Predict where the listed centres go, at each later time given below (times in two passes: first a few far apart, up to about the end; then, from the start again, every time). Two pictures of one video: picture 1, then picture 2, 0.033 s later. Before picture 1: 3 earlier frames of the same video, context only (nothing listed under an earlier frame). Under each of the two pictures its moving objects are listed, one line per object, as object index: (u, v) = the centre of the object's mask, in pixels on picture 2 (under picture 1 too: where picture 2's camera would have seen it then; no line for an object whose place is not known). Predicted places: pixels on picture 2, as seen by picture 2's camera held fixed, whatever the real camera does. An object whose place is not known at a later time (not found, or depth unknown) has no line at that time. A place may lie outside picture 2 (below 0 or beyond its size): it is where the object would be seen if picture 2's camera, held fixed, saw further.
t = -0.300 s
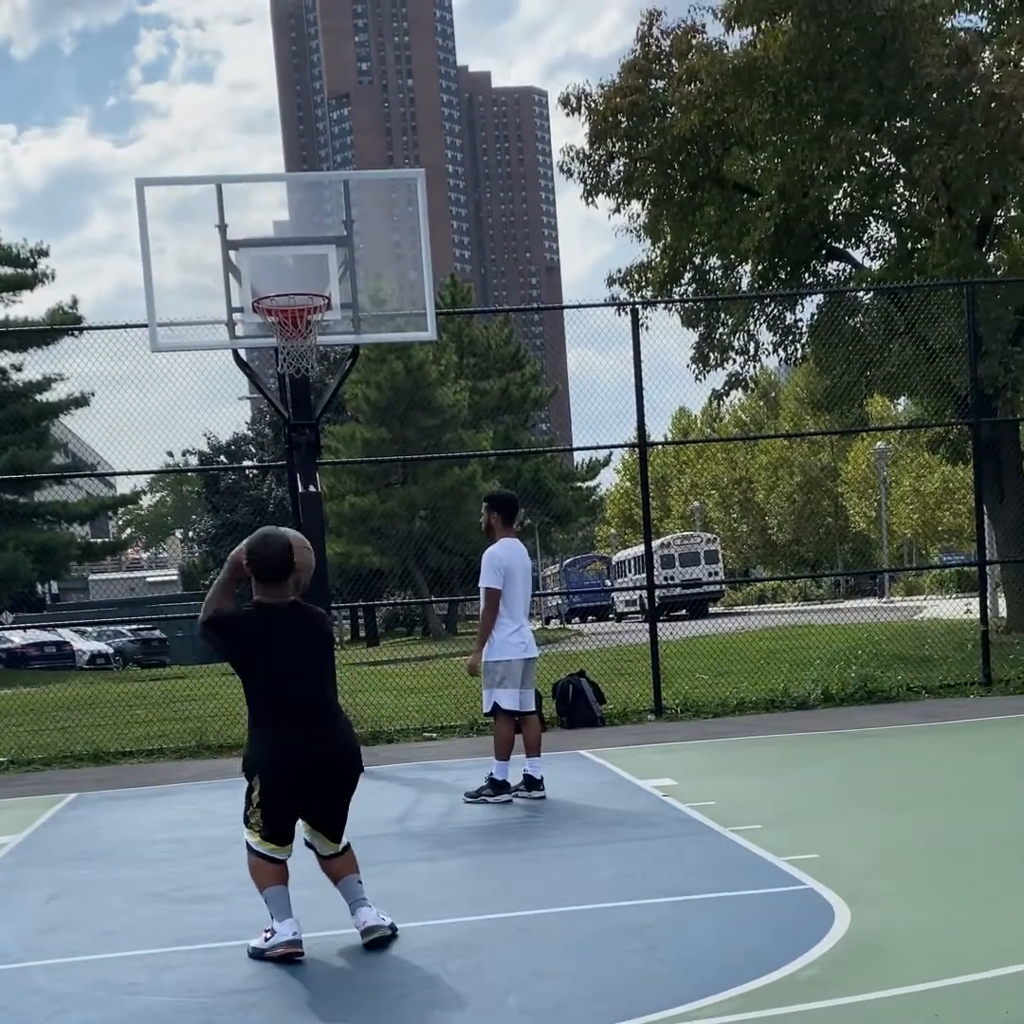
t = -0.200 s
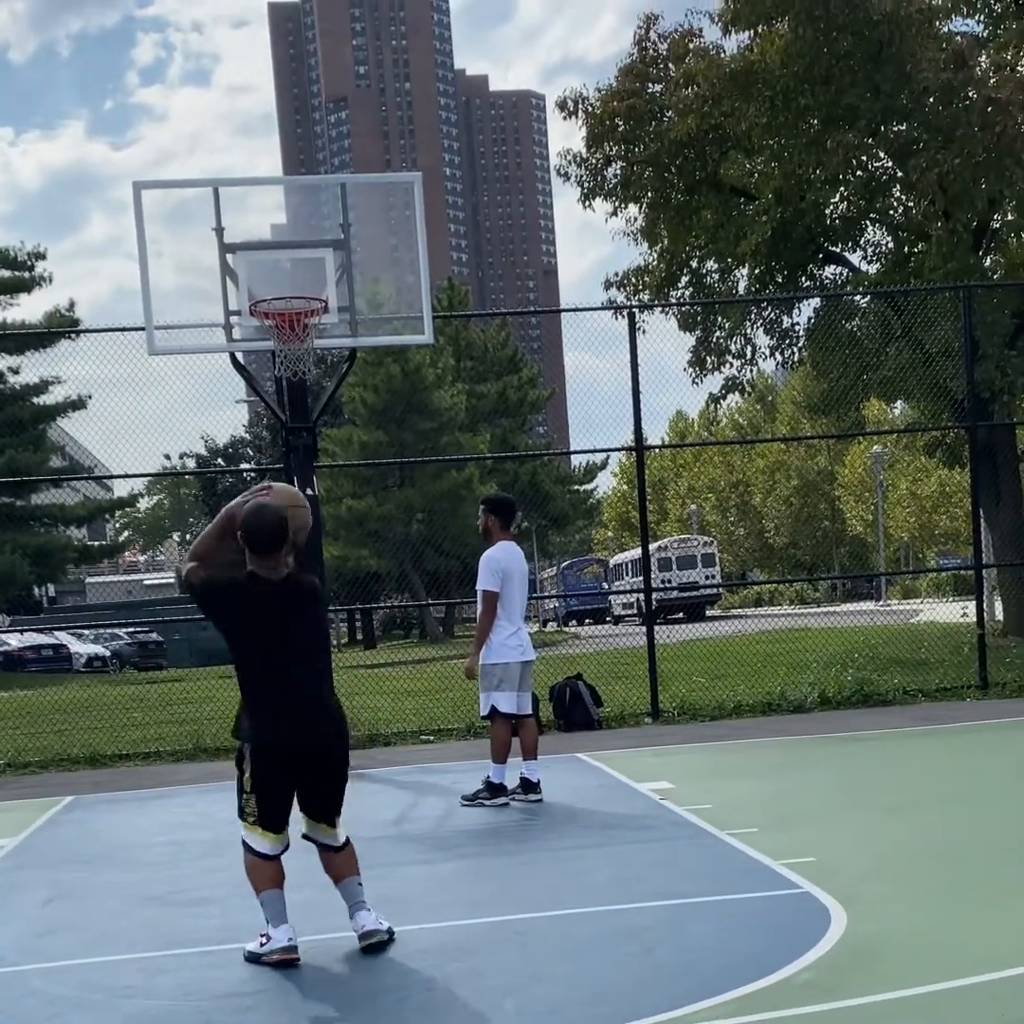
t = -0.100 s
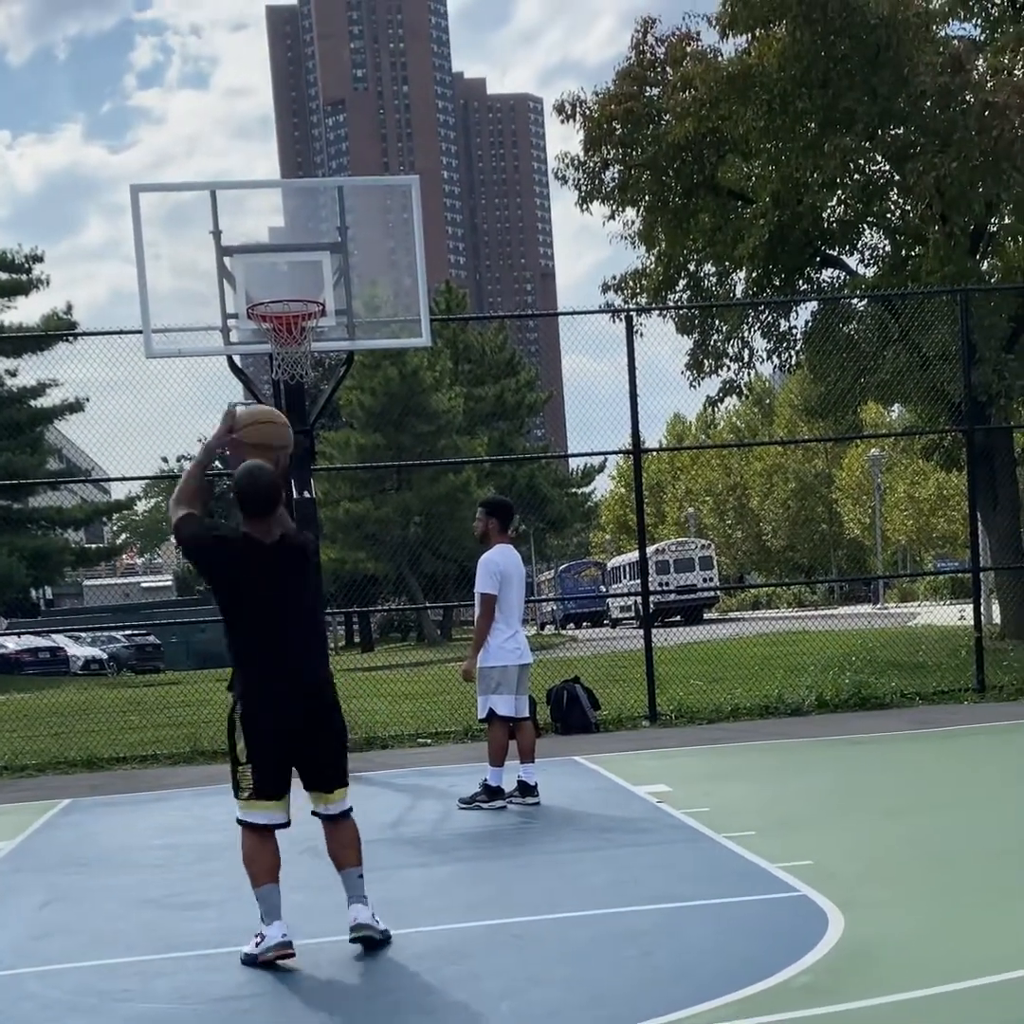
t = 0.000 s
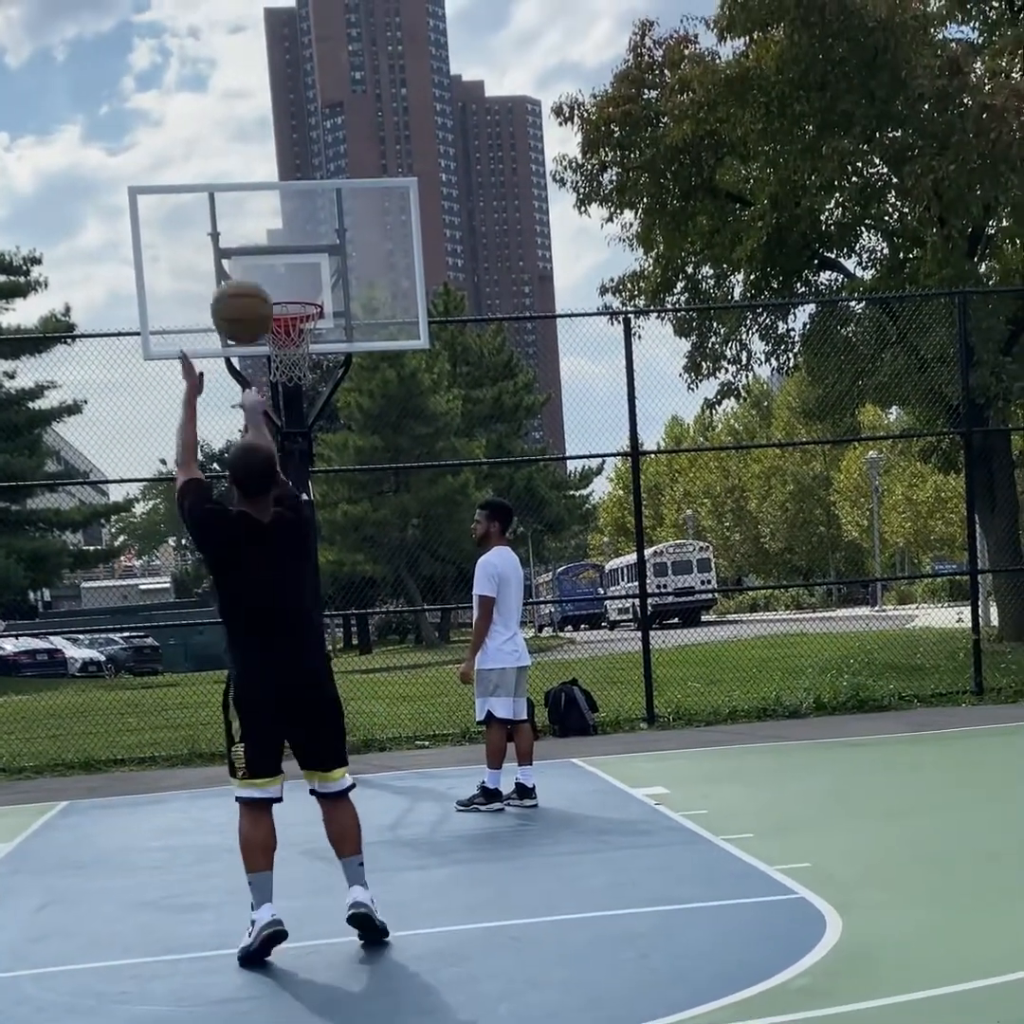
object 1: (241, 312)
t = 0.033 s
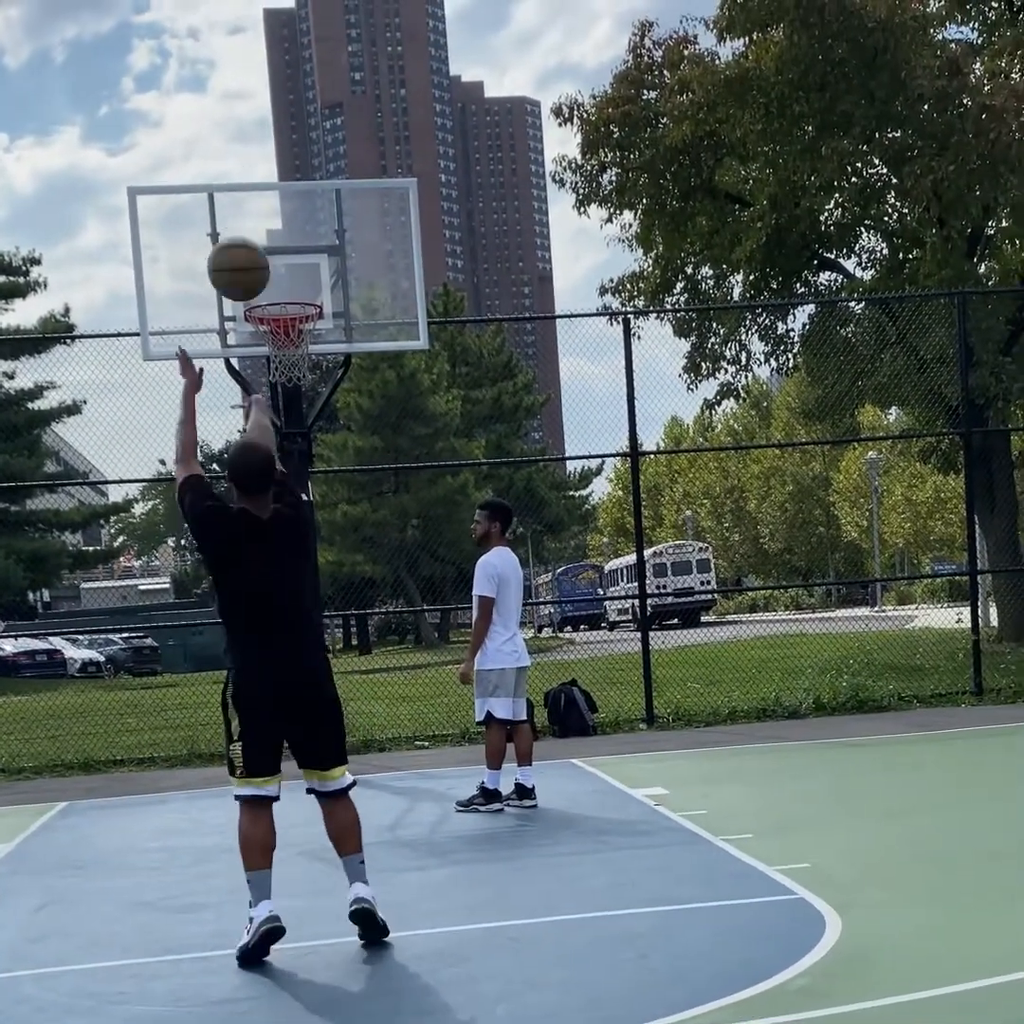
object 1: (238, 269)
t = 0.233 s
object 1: (228, 99)
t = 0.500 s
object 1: (231, 49)
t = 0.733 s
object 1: (243, 119)
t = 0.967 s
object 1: (261, 266)
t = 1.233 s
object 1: (309, 386)
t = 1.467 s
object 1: (359, 515)
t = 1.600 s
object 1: (388, 626)
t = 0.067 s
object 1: (236, 231)
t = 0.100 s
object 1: (233, 196)
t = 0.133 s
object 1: (231, 167)
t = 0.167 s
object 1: (230, 141)
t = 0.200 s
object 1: (229, 118)
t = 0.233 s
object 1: (228, 99)
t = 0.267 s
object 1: (227, 83)
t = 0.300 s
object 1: (227, 70)
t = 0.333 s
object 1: (227, 60)
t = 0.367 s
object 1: (227, 53)
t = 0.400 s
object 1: (228, 48)
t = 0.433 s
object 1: (229, 46)
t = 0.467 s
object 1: (230, 47)
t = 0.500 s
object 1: (231, 49)
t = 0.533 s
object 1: (232, 53)
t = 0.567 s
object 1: (234, 60)
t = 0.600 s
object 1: (236, 68)
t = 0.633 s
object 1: (237, 78)
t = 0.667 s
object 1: (239, 90)
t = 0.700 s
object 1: (241, 104)
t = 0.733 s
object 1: (243, 119)
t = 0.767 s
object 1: (246, 136)
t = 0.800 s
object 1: (248, 155)
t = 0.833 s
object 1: (251, 174)
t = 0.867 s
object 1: (253, 196)
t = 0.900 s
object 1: (256, 218)
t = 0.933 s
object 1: (259, 241)
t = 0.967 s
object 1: (261, 266)
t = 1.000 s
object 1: (264, 291)
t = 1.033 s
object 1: (268, 309)
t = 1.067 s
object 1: (274, 324)
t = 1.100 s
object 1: (281, 336)
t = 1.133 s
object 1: (286, 348)
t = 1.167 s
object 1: (295, 358)
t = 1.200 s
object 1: (300, 370)
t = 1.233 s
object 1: (309, 386)
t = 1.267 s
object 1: (315, 400)
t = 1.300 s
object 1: (322, 411)
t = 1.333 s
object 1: (330, 431)
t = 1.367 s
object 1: (336, 450)
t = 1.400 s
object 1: (342, 468)
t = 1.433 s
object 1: (351, 492)
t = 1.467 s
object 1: (359, 515)
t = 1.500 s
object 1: (366, 538)
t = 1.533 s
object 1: (374, 568)
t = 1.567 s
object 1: (381, 594)
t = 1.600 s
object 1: (388, 626)
